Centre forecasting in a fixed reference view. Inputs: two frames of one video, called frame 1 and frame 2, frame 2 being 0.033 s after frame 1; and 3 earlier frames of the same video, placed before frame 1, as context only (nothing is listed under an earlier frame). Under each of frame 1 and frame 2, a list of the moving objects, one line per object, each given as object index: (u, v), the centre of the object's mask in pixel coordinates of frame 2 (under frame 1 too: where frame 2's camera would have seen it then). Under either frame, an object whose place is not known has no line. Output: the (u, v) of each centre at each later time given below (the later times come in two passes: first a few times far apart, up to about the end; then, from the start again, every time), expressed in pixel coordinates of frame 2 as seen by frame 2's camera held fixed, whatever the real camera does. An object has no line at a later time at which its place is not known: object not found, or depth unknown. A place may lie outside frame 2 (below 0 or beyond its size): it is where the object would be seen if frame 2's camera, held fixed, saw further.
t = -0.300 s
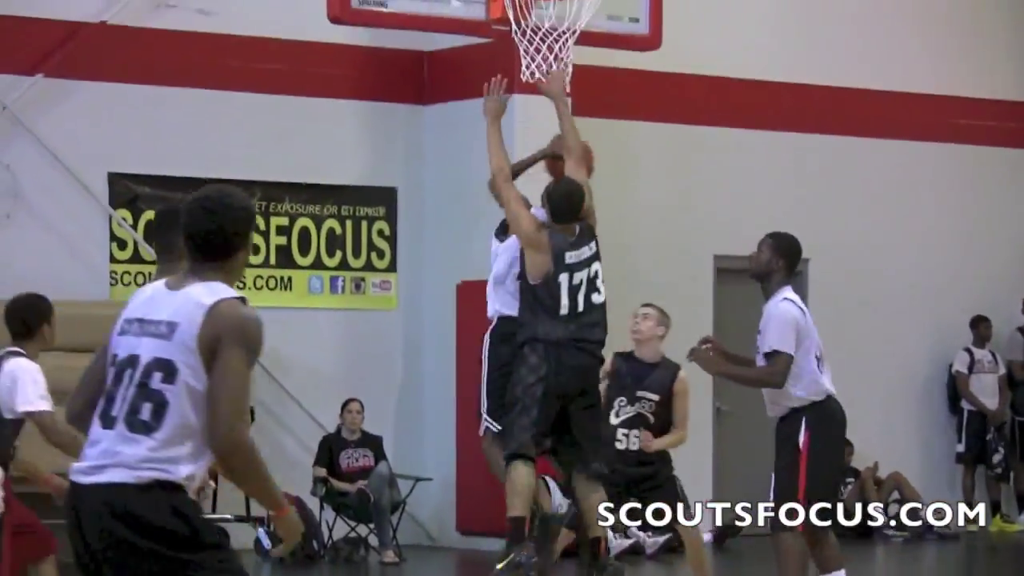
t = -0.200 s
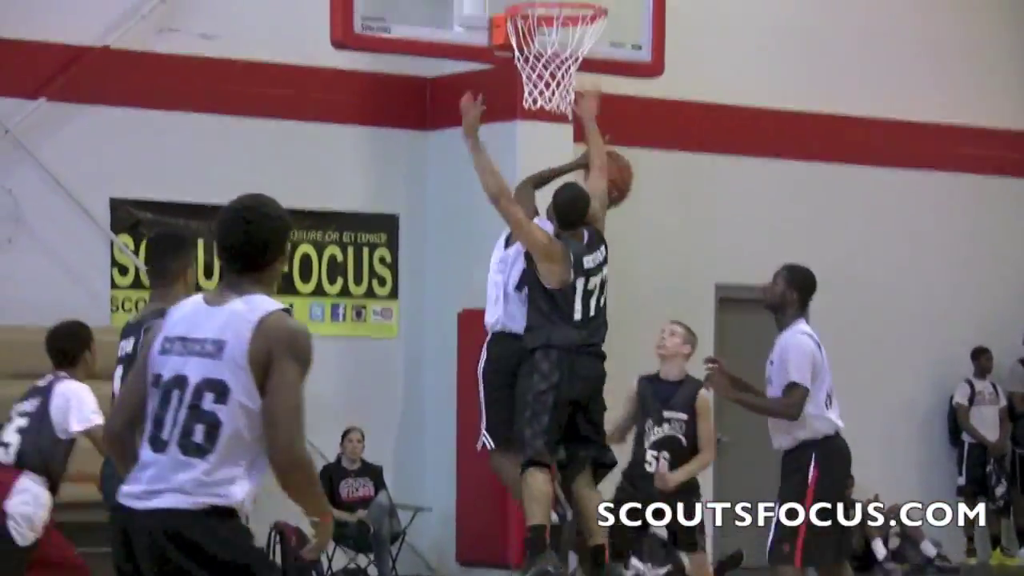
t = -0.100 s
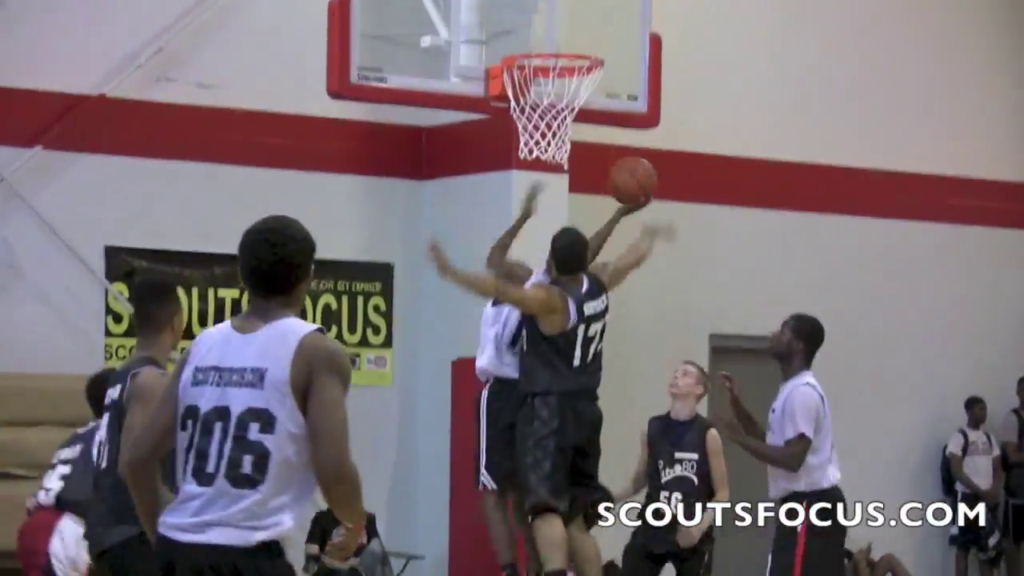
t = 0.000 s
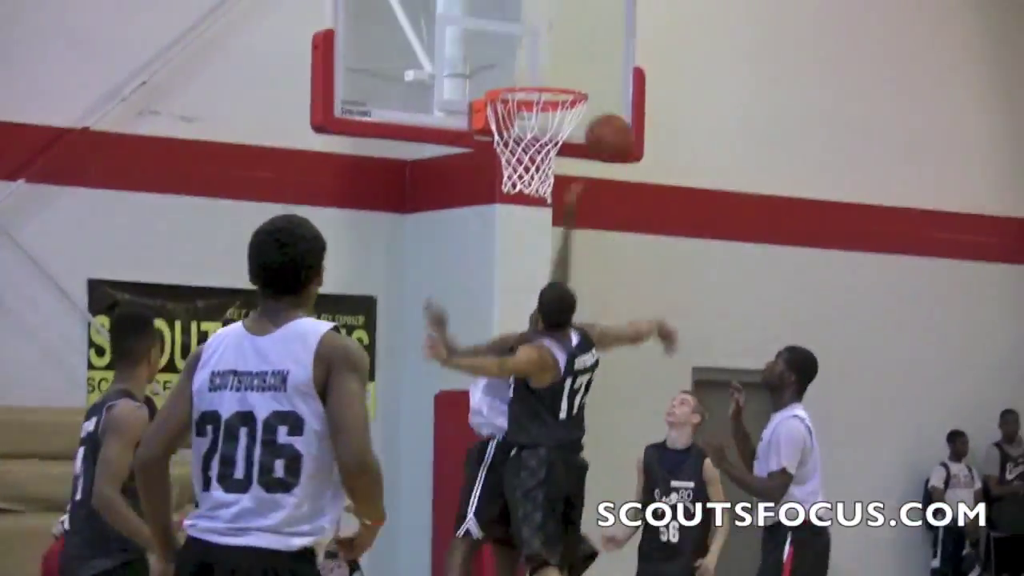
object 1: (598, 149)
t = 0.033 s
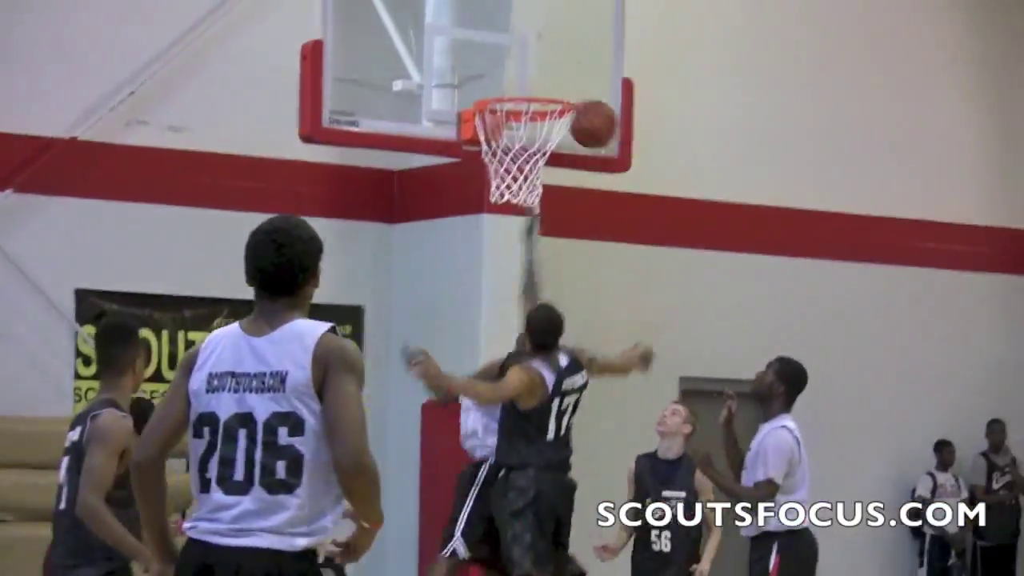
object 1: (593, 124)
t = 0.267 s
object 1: (582, 33)
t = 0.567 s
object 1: (606, 105)
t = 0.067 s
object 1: (590, 101)
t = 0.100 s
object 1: (585, 83)
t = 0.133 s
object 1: (580, 66)
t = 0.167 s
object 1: (576, 50)
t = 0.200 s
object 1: (576, 42)
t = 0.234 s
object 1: (579, 36)
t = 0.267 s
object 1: (582, 33)
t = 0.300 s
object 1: (585, 33)
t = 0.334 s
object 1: (588, 34)
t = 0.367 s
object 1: (590, 37)
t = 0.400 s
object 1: (593, 42)
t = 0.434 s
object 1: (596, 51)
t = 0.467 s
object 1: (598, 60)
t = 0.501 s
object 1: (601, 73)
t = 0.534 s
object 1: (603, 88)
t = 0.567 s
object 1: (606, 105)
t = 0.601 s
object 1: (610, 123)
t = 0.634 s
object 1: (612, 143)
